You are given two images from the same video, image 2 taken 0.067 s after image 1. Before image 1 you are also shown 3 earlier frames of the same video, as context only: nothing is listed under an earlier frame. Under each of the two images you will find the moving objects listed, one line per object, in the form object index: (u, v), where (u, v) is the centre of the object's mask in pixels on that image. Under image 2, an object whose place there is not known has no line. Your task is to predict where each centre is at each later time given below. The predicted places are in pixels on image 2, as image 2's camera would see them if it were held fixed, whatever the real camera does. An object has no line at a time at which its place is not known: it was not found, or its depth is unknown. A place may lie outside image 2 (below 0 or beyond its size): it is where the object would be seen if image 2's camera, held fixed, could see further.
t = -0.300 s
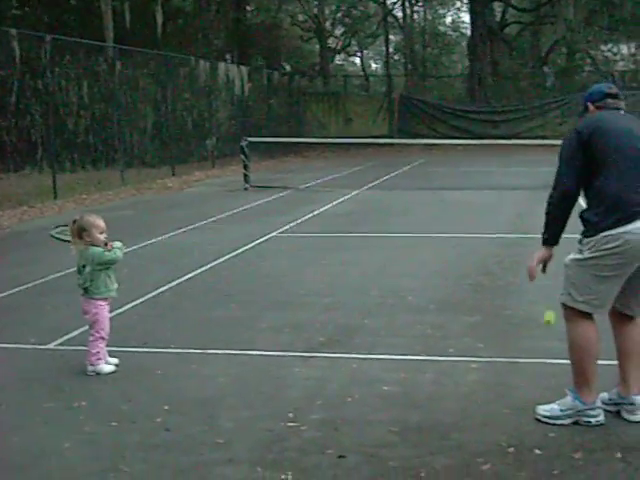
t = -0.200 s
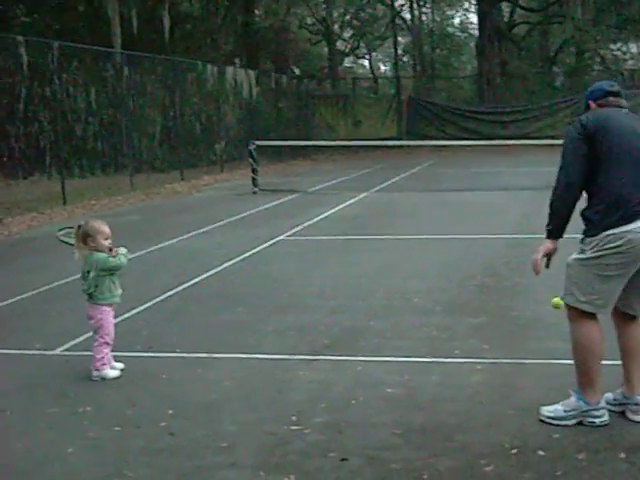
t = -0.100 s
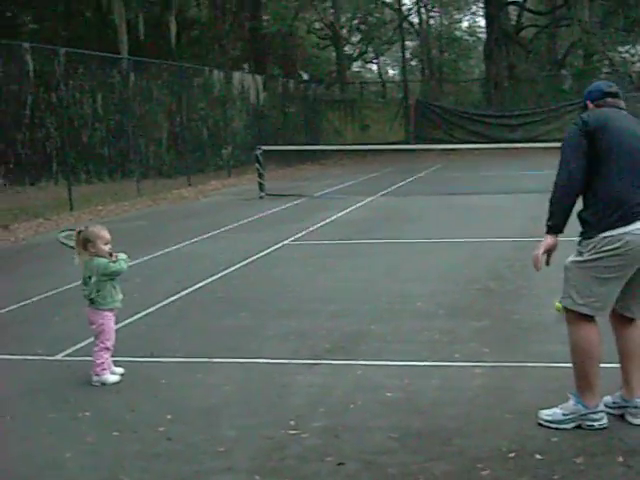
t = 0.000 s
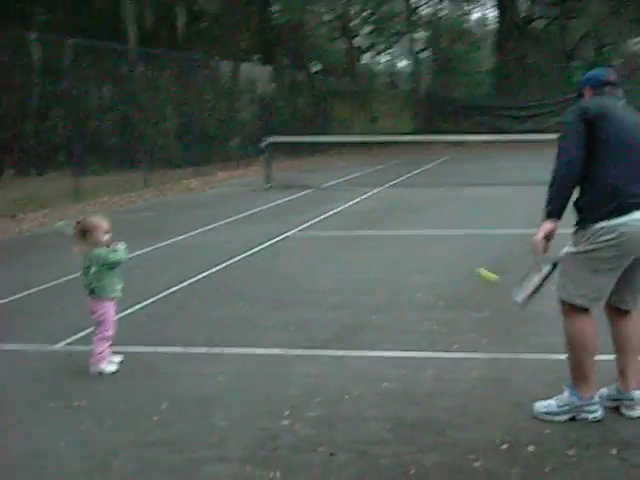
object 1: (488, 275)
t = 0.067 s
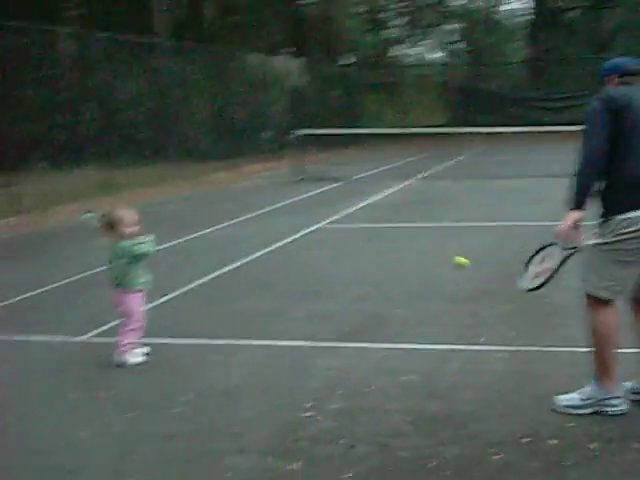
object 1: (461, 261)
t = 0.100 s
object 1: (436, 261)
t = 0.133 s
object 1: (411, 261)
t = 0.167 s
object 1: (385, 265)
